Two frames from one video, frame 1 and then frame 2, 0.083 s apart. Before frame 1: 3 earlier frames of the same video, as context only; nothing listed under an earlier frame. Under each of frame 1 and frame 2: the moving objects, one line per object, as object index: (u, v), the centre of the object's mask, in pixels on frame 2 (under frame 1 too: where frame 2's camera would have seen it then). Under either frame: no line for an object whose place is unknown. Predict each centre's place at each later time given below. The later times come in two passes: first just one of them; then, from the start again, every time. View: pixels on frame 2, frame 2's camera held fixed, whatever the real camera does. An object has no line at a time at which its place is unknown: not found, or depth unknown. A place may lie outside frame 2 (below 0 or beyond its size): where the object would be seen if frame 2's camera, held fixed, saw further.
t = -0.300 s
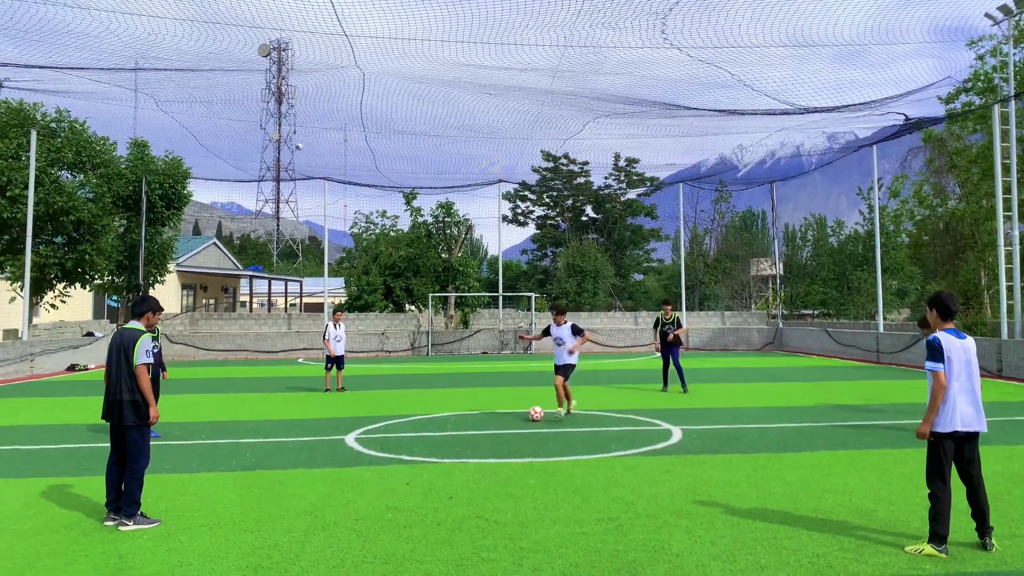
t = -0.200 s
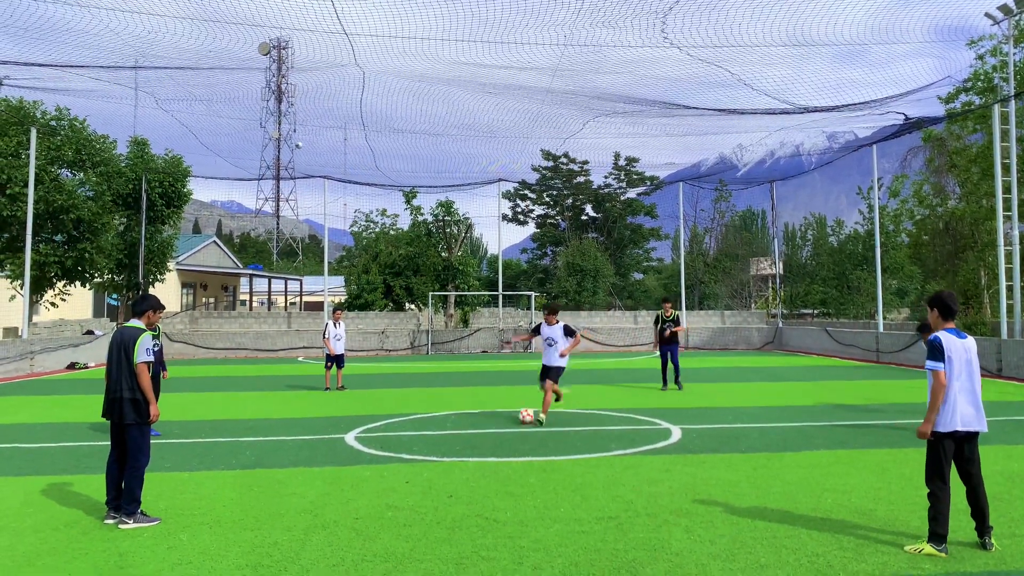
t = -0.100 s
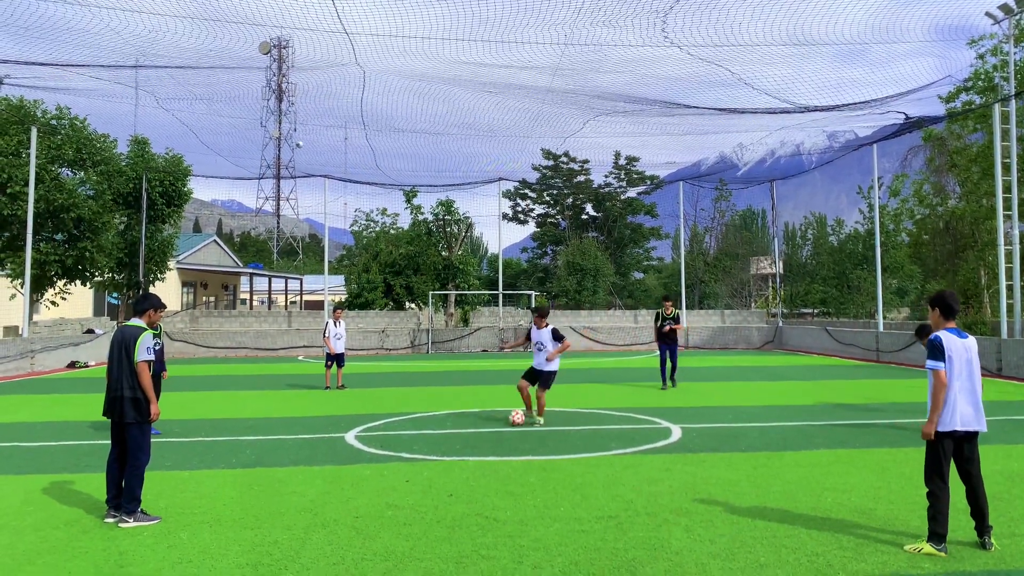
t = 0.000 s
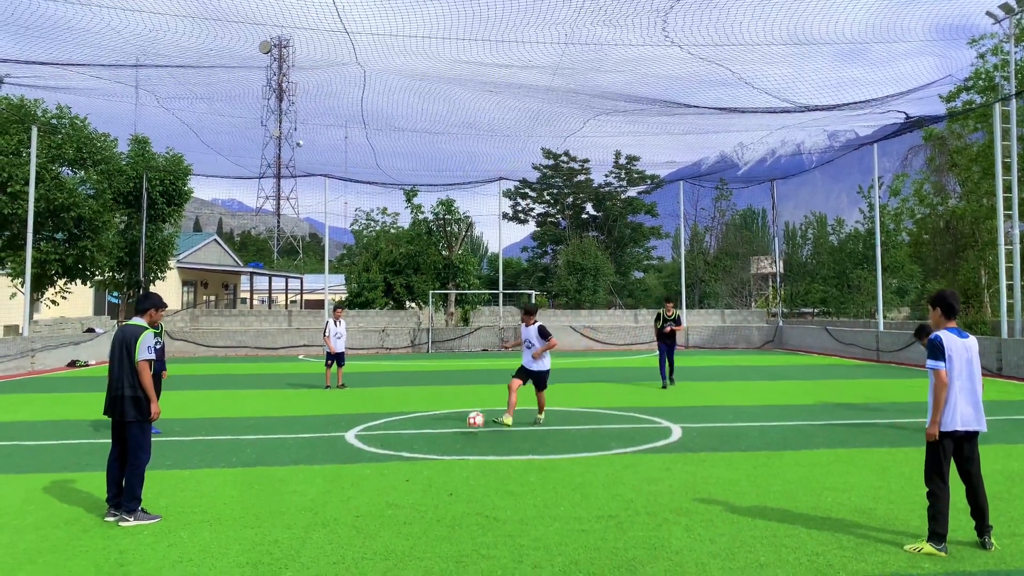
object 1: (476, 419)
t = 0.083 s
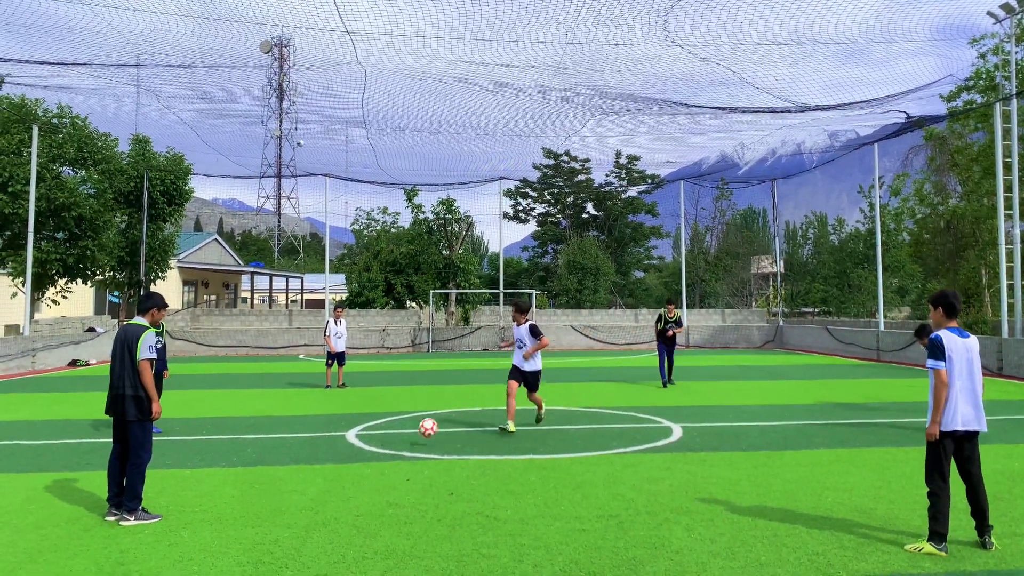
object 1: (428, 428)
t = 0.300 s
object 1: (272, 465)
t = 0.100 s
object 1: (418, 430)
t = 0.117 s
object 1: (407, 433)
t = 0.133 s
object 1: (396, 436)
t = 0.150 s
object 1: (384, 441)
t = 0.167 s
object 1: (372, 445)
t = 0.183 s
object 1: (359, 450)
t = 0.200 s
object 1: (347, 454)
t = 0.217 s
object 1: (333, 459)
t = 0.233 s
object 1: (321, 461)
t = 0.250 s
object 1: (309, 462)
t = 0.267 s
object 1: (297, 462)
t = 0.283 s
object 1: (285, 463)
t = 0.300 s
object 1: (272, 465)
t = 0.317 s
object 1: (257, 467)
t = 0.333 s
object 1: (243, 470)
